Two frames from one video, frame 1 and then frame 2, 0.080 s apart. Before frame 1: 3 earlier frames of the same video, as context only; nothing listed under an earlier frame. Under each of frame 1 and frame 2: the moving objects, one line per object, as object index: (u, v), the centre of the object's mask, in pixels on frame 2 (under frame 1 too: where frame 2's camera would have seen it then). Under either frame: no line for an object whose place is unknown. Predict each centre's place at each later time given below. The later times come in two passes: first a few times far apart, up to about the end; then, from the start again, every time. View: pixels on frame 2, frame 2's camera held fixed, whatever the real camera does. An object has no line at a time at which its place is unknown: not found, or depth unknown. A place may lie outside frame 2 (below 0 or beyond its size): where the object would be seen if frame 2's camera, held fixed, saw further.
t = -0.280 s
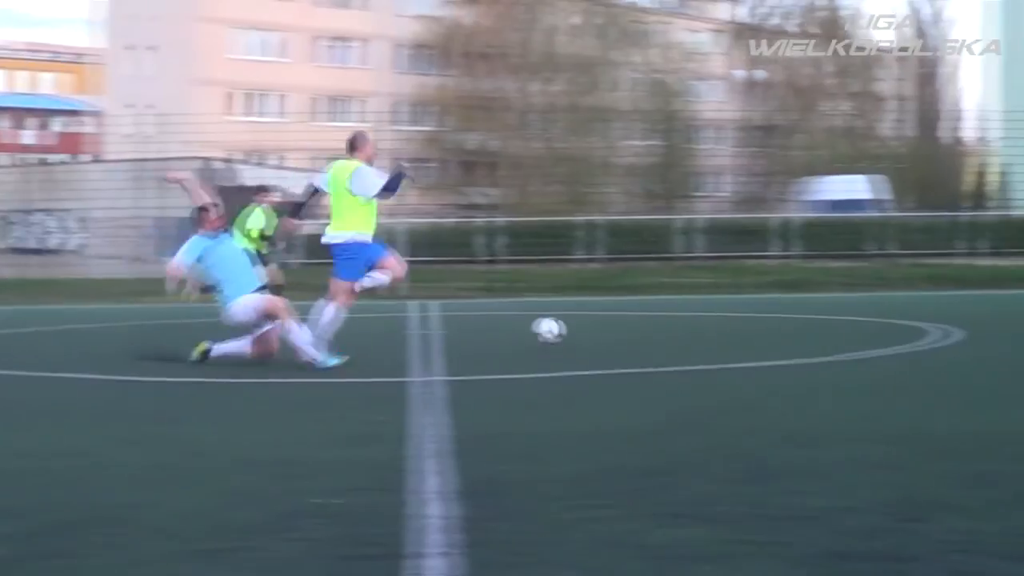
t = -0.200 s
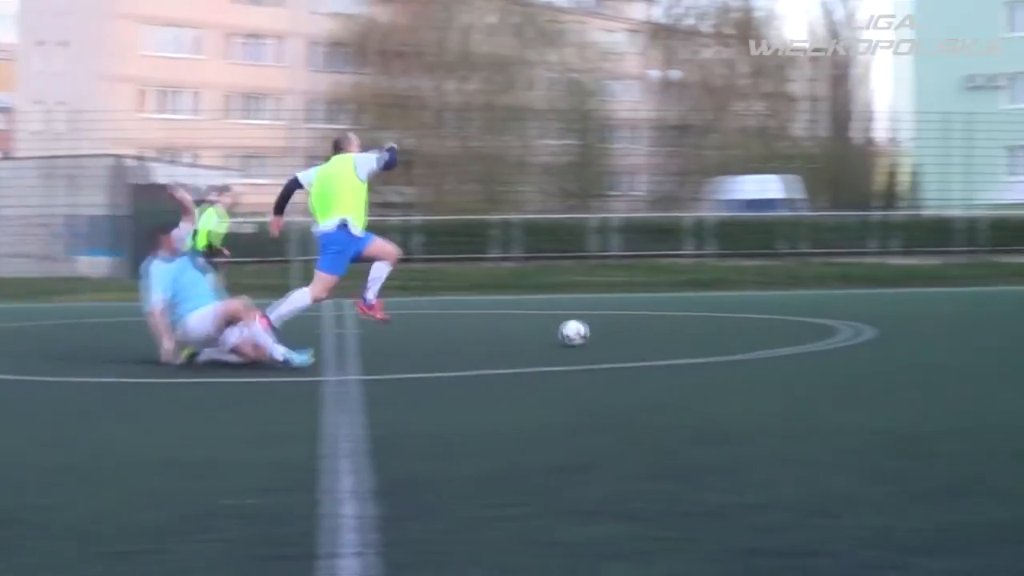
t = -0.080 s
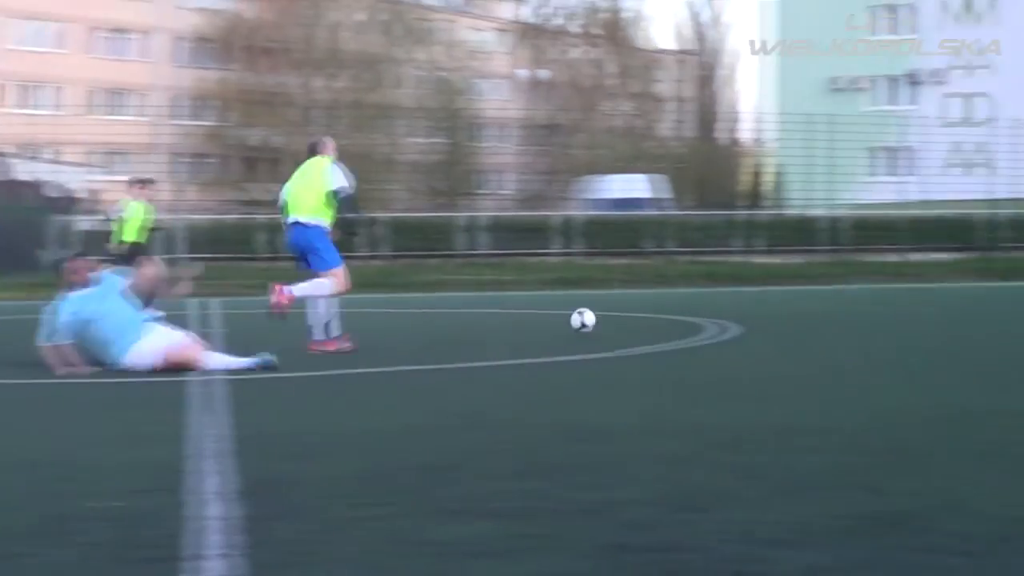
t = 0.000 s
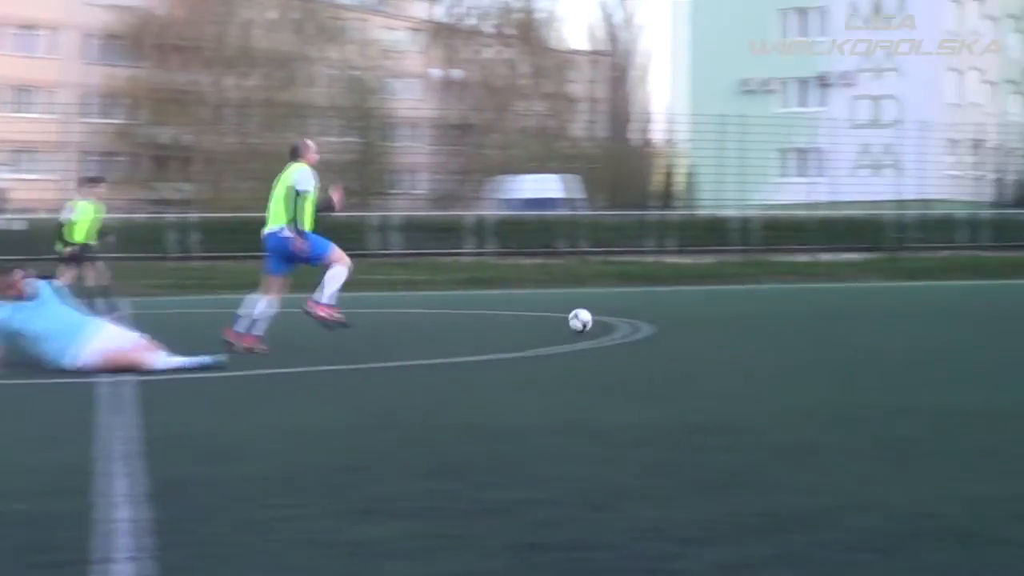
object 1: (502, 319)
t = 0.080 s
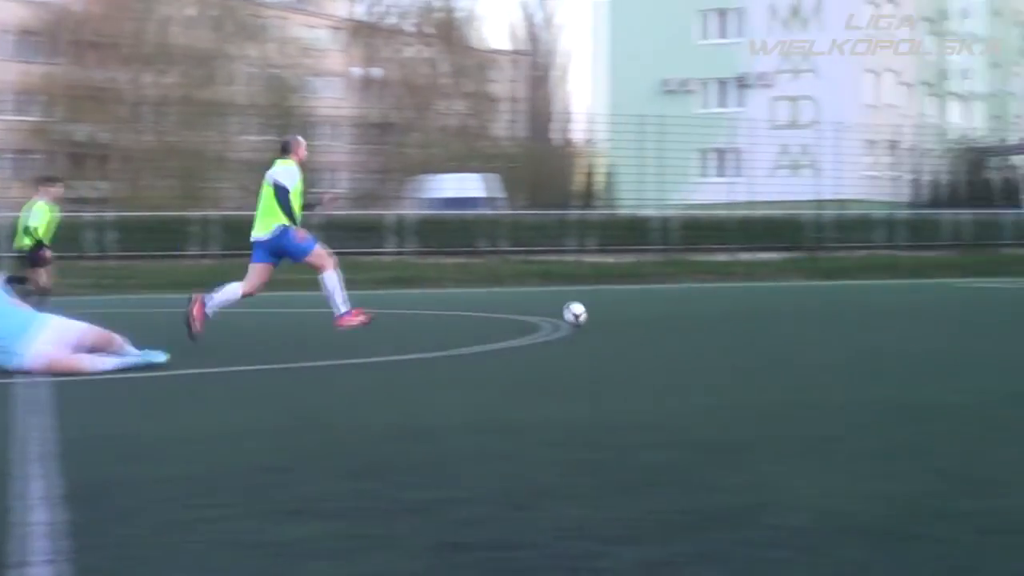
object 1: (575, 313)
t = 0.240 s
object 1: (702, 305)
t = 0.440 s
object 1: (831, 299)
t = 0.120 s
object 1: (608, 308)
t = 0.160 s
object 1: (641, 306)
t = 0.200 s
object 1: (672, 305)
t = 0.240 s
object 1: (702, 305)
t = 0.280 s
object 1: (732, 307)
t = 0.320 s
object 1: (759, 309)
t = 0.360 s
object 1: (784, 304)
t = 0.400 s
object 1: (807, 300)
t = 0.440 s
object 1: (831, 299)
